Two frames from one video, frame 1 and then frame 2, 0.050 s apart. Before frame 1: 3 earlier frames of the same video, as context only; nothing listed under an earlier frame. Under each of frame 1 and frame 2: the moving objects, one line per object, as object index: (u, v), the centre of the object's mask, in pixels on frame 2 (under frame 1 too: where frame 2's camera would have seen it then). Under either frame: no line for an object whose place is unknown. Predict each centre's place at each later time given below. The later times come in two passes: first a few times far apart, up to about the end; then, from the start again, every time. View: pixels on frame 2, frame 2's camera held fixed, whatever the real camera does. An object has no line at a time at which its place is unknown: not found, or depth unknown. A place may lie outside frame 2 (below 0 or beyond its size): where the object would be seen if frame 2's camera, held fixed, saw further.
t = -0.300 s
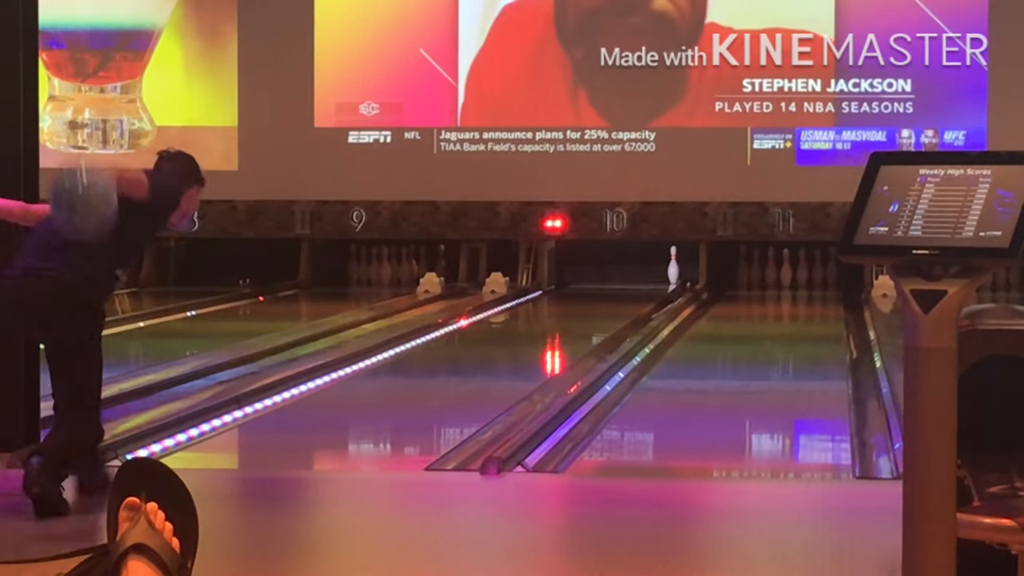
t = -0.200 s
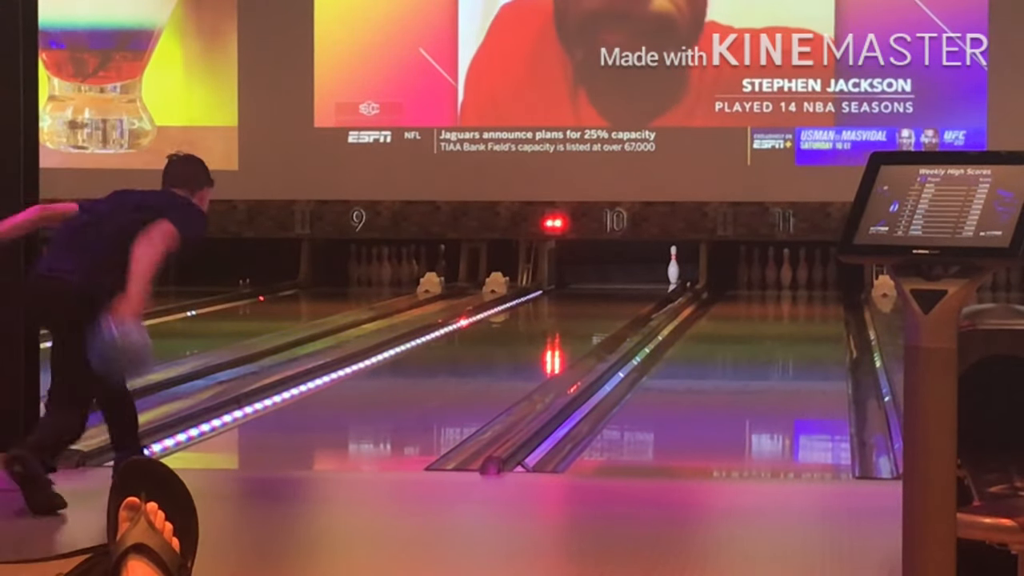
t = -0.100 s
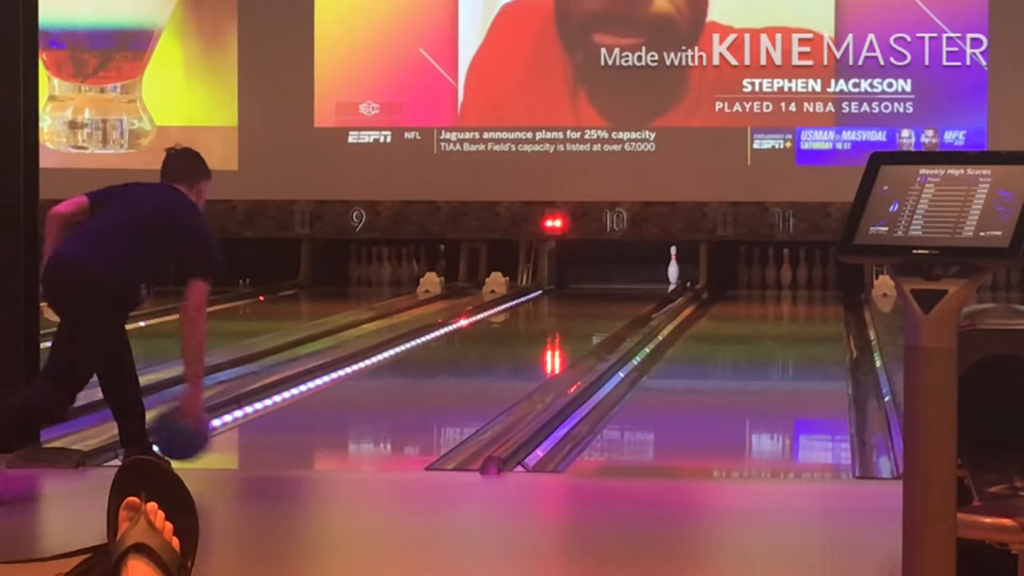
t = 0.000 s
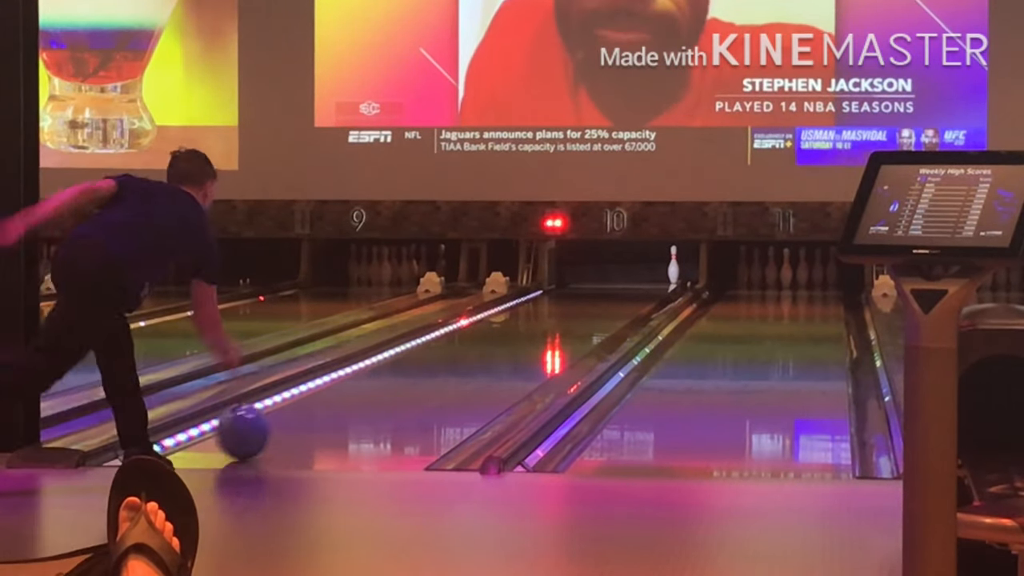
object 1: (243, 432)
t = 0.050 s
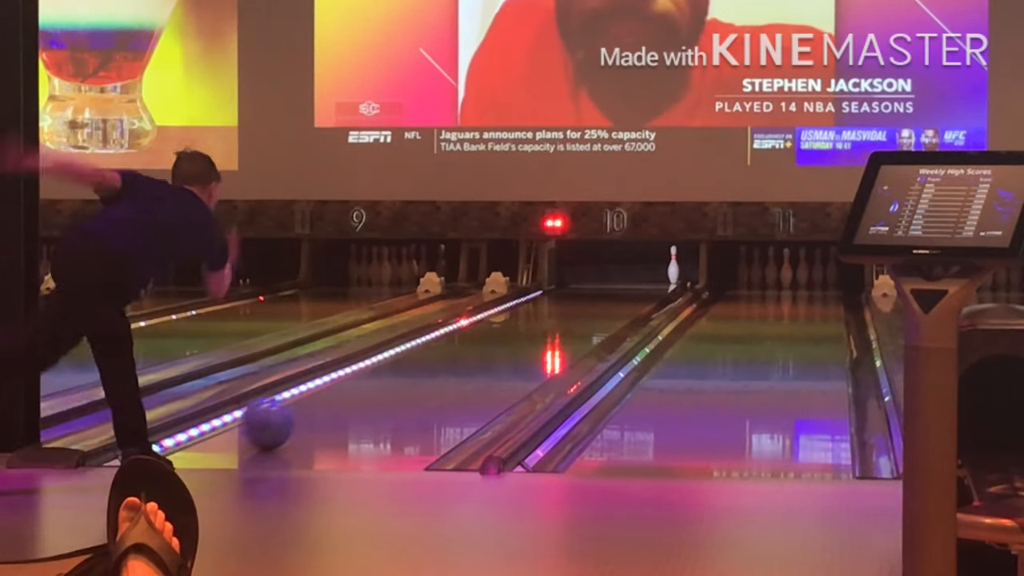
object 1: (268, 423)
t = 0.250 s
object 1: (351, 392)
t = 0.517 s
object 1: (434, 362)
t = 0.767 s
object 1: (493, 340)
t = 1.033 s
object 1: (541, 322)
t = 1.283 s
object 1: (578, 308)
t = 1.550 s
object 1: (610, 297)
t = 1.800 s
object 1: (634, 287)
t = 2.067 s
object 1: (653, 280)
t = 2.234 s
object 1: (662, 275)
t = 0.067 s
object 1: (275, 421)
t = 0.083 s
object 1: (283, 417)
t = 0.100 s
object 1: (291, 414)
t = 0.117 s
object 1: (298, 412)
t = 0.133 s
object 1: (305, 410)
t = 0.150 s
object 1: (313, 406)
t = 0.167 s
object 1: (320, 404)
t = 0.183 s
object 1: (326, 401)
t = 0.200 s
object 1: (333, 399)
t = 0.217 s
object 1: (339, 397)
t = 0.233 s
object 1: (346, 394)
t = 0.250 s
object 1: (351, 392)
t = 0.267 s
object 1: (358, 390)
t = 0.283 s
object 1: (363, 388)
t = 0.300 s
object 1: (369, 385)
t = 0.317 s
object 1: (375, 384)
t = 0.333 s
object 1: (380, 382)
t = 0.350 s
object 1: (386, 380)
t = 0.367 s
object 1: (392, 378)
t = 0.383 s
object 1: (397, 377)
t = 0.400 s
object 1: (401, 374)
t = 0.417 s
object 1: (407, 372)
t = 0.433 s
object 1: (411, 370)
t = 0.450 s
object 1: (416, 368)
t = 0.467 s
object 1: (421, 366)
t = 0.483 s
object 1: (426, 365)
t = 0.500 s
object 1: (430, 363)
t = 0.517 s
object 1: (434, 362)
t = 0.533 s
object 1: (439, 360)
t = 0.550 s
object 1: (443, 359)
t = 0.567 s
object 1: (448, 358)
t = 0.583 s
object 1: (452, 356)
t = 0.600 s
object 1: (456, 355)
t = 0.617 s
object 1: (460, 354)
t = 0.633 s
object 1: (464, 352)
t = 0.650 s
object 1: (468, 350)
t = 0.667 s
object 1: (472, 349)
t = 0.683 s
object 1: (476, 347)
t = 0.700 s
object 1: (479, 345)
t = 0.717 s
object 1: (483, 344)
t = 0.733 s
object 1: (487, 343)
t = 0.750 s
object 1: (489, 341)
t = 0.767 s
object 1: (493, 340)
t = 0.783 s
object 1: (497, 340)
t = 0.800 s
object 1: (500, 338)
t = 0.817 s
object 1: (503, 337)
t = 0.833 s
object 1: (507, 336)
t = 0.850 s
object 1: (510, 334)
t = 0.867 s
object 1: (513, 332)
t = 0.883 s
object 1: (517, 331)
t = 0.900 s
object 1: (519, 331)
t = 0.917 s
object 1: (522, 331)
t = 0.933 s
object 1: (525, 329)
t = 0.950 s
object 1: (528, 327)
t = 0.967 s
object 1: (530, 326)
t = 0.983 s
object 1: (534, 325)
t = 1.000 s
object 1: (536, 324)
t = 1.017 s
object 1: (538, 323)
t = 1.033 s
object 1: (541, 322)
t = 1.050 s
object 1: (544, 322)
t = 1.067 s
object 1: (546, 321)
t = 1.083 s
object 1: (549, 320)
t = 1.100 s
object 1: (552, 318)
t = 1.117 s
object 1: (555, 317)
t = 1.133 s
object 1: (557, 317)
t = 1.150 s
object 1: (560, 315)
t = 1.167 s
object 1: (563, 314)
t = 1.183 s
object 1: (565, 313)
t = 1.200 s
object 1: (567, 312)
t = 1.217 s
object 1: (570, 312)
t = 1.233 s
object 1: (571, 311)
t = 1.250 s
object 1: (574, 310)
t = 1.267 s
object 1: (575, 310)
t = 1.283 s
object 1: (578, 308)
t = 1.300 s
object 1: (580, 308)
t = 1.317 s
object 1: (582, 306)
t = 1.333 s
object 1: (584, 306)
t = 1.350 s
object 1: (586, 305)
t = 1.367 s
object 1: (589, 304)
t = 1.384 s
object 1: (591, 303)
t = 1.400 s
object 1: (592, 303)
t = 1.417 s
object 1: (594, 303)
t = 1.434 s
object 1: (596, 302)
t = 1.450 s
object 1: (598, 301)
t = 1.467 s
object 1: (600, 301)
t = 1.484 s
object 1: (601, 300)
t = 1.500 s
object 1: (604, 299)
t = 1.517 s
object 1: (605, 299)
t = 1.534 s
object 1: (608, 297)
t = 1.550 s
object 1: (610, 297)
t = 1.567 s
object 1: (611, 296)
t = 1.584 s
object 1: (613, 295)
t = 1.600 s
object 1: (615, 295)
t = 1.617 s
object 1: (617, 294)
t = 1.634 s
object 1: (619, 293)
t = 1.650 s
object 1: (620, 293)
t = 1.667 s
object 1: (621, 292)
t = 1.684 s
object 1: (623, 292)
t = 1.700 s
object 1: (625, 291)
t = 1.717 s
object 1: (626, 290)
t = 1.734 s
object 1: (627, 290)
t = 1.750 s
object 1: (629, 288)
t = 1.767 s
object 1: (630, 288)
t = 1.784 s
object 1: (631, 288)
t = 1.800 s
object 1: (634, 287)
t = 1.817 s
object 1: (635, 286)
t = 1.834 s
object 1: (637, 287)
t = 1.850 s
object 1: (638, 287)
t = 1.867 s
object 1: (639, 285)
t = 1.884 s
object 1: (640, 286)
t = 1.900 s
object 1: (641, 285)
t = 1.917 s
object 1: (642, 286)
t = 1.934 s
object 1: (643, 285)
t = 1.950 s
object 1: (645, 285)
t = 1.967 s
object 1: (645, 284)
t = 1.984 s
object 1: (647, 284)
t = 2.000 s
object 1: (648, 285)
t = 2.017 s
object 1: (649, 285)
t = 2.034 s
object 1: (650, 282)
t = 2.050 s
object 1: (651, 281)
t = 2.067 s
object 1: (653, 280)
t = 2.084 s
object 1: (654, 279)
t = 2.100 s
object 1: (655, 279)
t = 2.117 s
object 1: (656, 278)
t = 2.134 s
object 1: (656, 277)
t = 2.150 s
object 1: (657, 276)
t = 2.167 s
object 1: (658, 276)
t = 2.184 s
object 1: (659, 276)
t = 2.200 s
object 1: (660, 275)
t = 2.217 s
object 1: (661, 275)
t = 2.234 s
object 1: (662, 275)
